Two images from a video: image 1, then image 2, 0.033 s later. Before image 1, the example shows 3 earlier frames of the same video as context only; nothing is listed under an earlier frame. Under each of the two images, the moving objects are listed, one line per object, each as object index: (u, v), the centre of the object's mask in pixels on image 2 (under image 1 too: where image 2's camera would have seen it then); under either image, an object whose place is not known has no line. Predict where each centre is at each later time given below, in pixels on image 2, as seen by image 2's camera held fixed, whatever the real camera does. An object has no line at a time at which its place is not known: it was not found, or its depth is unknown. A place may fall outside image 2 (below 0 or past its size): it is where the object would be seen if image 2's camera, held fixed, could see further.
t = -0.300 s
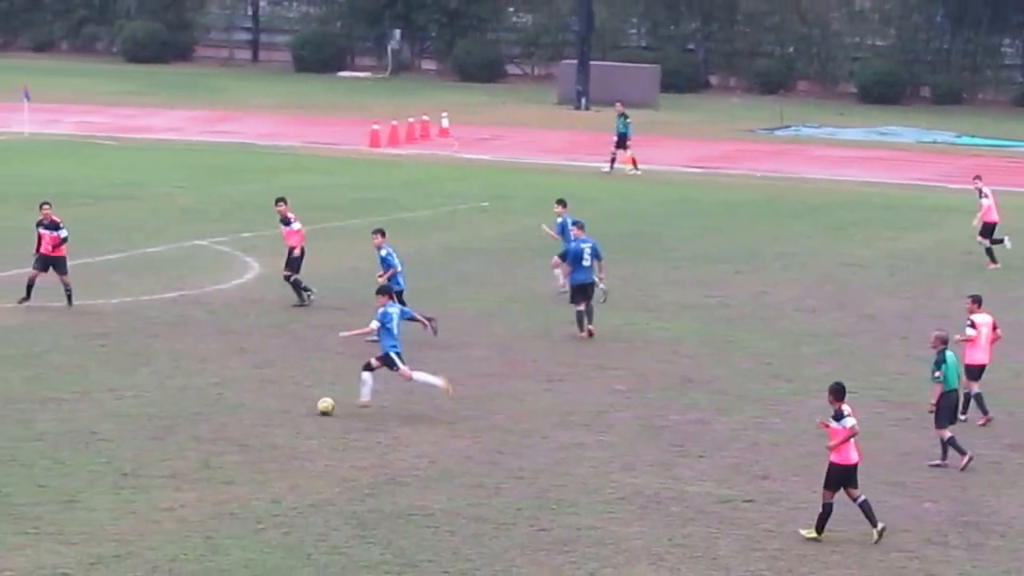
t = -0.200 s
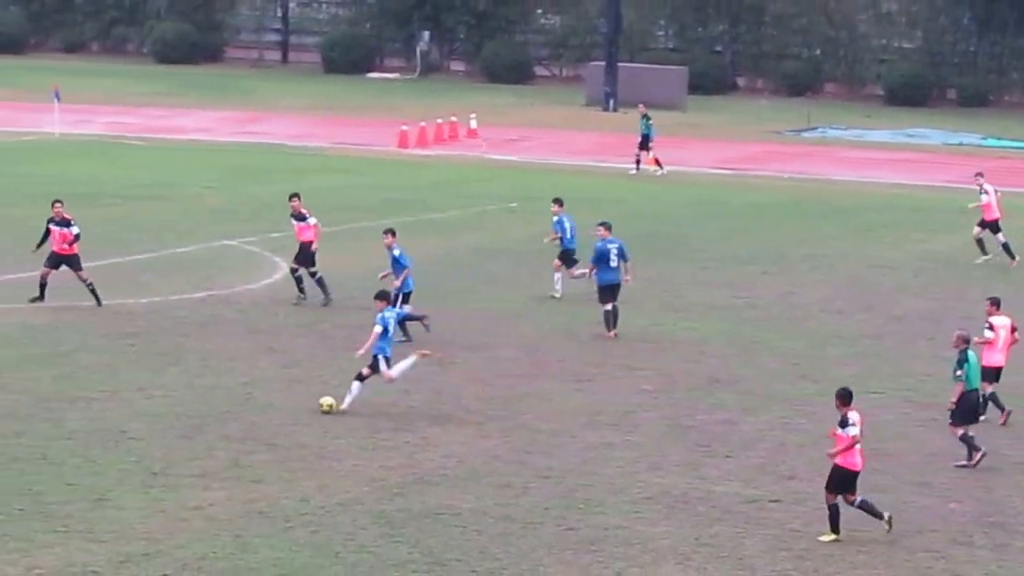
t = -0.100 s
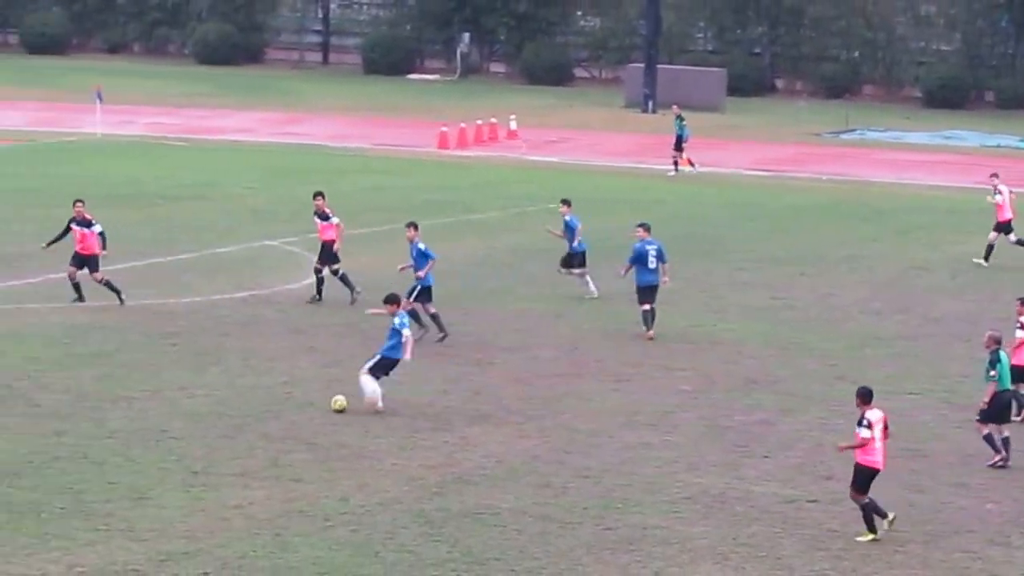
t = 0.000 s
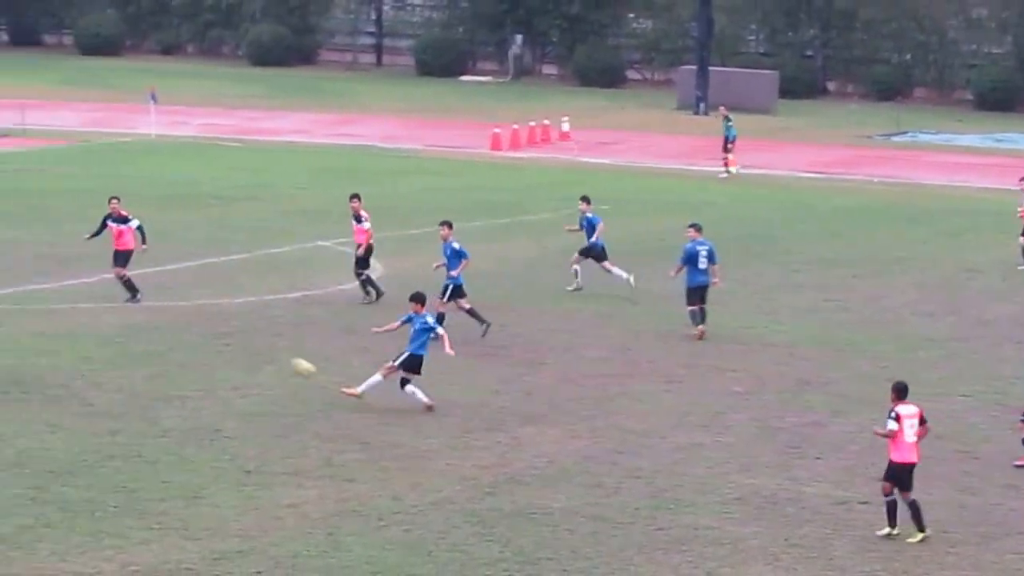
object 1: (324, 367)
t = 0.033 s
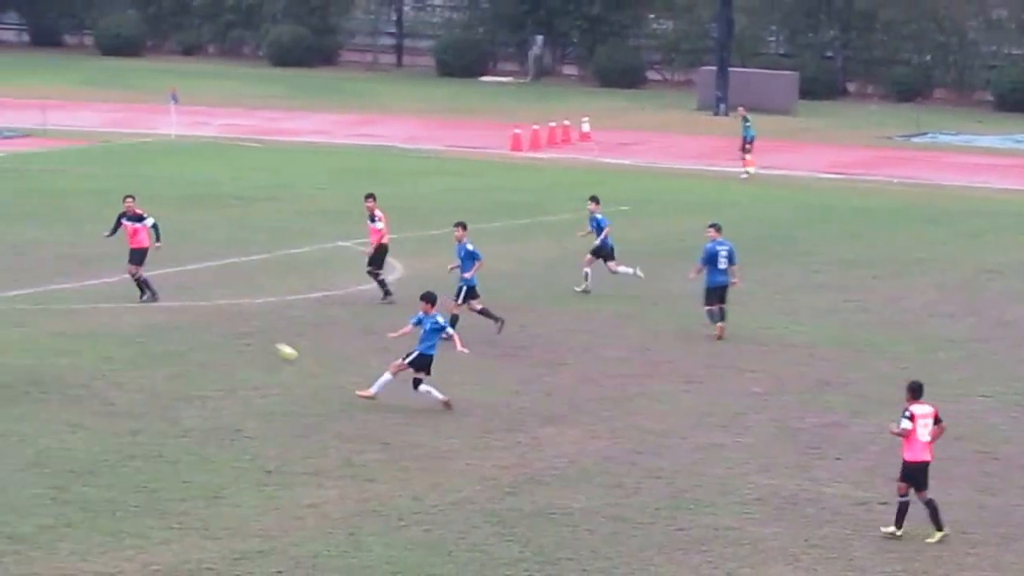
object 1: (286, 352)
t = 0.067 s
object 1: (248, 337)
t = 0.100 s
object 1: (211, 323)
